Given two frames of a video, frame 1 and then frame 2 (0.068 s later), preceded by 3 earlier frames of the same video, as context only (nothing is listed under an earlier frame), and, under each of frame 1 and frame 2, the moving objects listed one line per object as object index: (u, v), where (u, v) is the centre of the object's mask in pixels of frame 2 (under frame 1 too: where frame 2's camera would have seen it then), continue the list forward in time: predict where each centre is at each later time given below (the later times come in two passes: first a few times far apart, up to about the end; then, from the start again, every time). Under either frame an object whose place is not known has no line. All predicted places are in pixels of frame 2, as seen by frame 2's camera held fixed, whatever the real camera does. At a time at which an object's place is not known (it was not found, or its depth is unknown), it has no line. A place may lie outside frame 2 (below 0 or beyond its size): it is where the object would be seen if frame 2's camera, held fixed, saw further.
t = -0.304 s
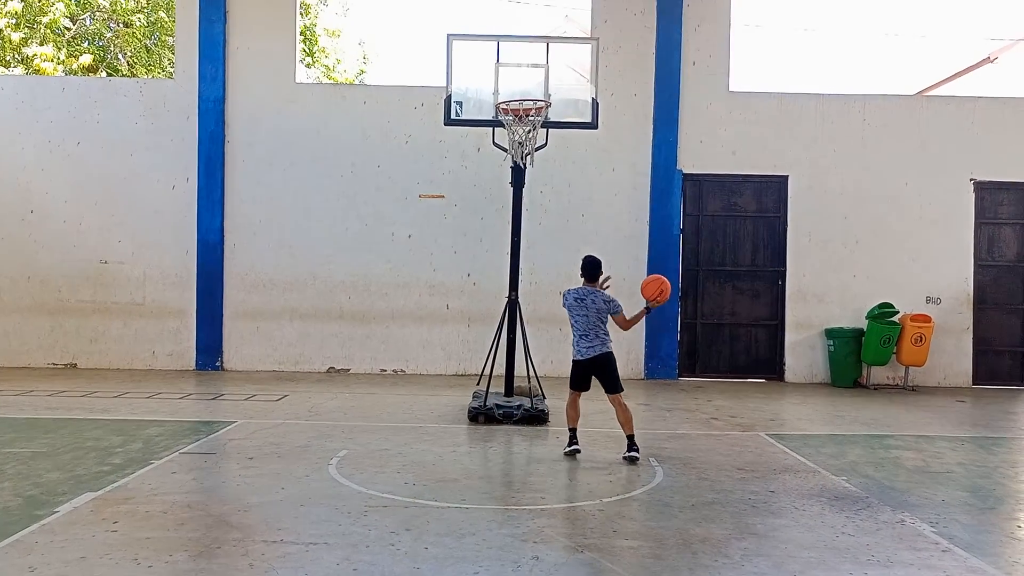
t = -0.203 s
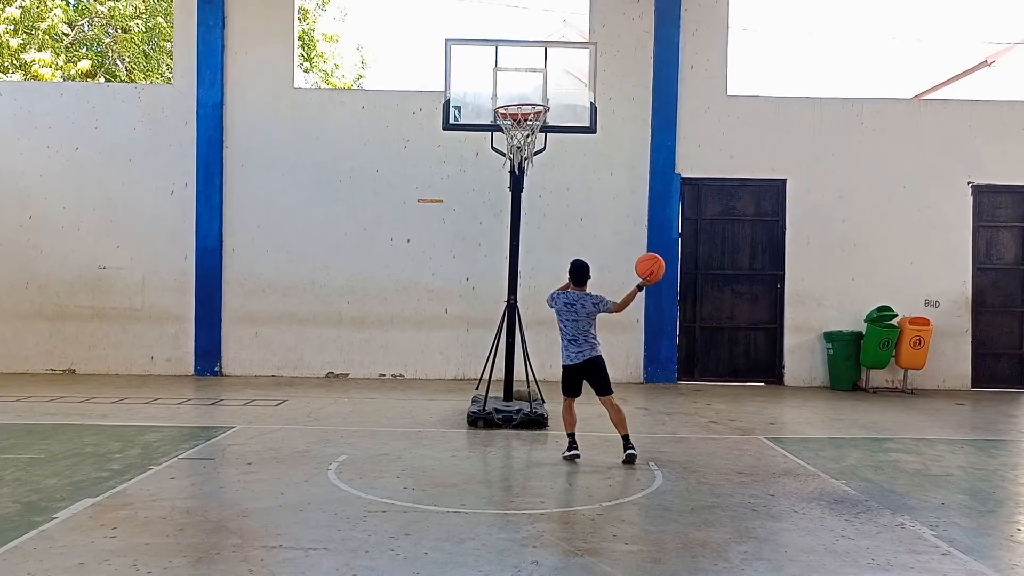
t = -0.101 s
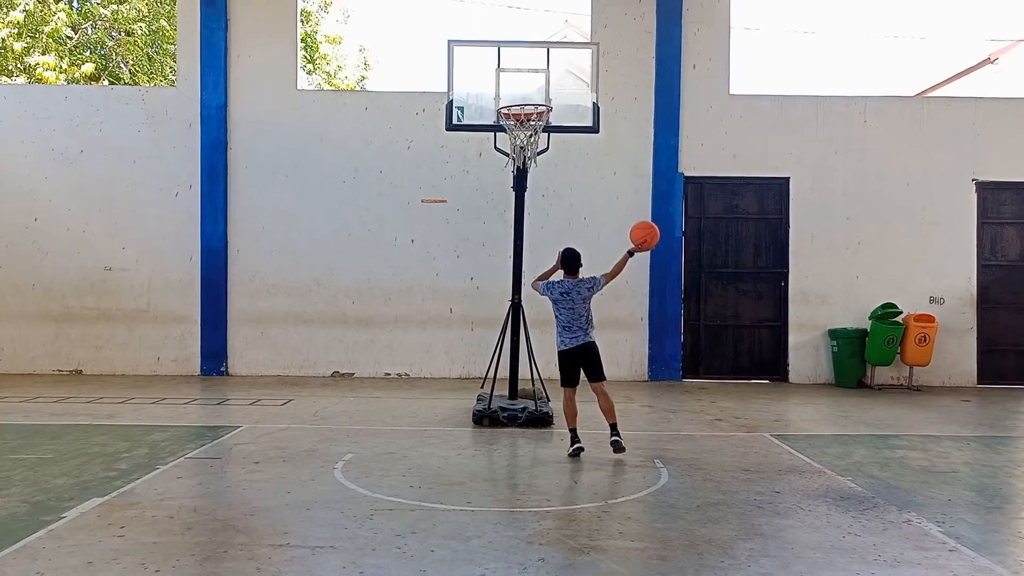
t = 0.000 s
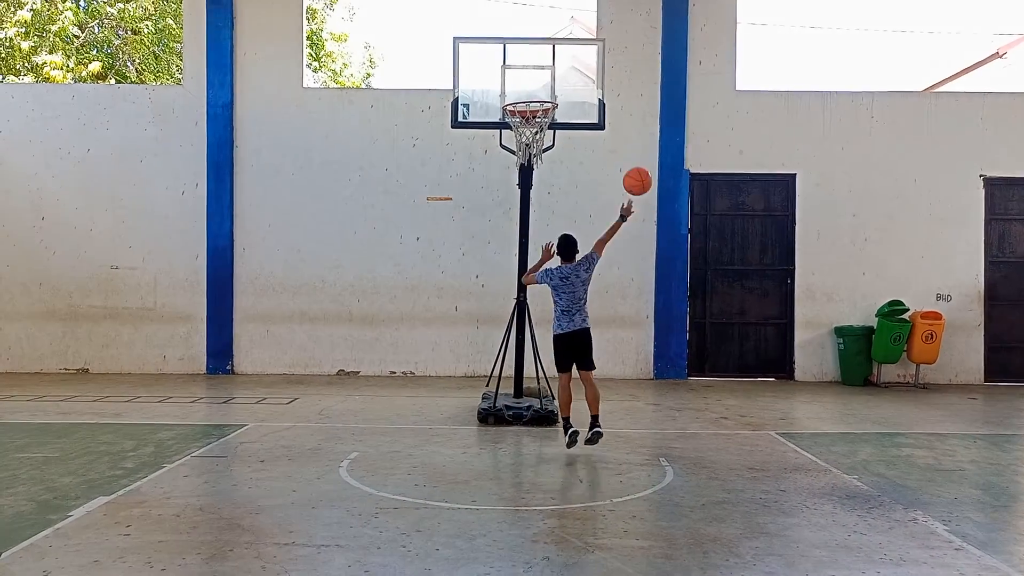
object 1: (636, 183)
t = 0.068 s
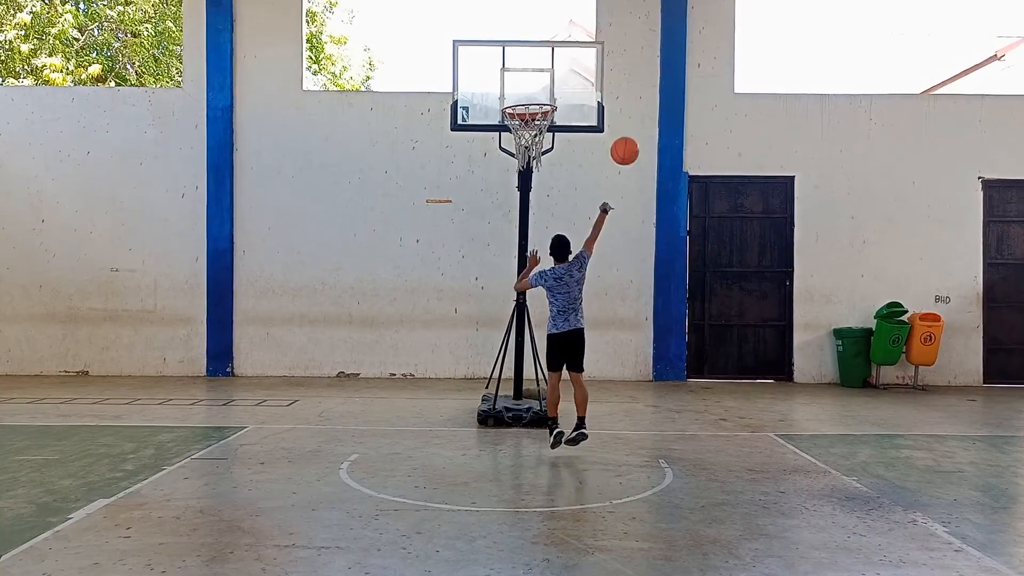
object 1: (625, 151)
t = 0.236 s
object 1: (596, 94)
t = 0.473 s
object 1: (566, 79)
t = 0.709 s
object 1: (553, 89)
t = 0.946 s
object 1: (542, 97)
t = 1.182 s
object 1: (527, 138)
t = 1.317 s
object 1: (522, 163)
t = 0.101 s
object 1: (619, 137)
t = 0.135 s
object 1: (613, 124)
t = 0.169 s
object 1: (607, 113)
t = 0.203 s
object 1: (602, 103)
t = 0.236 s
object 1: (596, 94)
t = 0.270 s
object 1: (590, 87)
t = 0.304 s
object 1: (585, 81)
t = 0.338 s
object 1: (580, 77)
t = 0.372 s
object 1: (576, 76)
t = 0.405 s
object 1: (573, 76)
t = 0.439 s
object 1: (569, 77)
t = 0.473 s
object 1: (566, 79)
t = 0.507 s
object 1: (562, 83)
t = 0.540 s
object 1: (559, 87)
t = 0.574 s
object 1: (556, 93)
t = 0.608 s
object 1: (554, 94)
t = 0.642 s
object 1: (554, 91)
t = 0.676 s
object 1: (553, 90)
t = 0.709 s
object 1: (553, 89)
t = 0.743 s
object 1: (553, 89)
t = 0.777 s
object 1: (552, 91)
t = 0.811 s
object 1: (551, 94)
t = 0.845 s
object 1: (549, 93)
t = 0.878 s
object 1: (547, 93)
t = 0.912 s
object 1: (545, 94)
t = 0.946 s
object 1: (542, 97)
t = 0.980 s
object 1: (540, 104)
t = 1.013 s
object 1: (537, 109)
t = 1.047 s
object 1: (535, 116)
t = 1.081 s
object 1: (534, 122)
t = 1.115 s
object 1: (533, 126)
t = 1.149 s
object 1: (530, 132)
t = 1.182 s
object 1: (527, 138)
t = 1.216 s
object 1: (526, 143)
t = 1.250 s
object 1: (525, 147)
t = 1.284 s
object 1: (523, 155)
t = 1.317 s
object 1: (522, 163)
